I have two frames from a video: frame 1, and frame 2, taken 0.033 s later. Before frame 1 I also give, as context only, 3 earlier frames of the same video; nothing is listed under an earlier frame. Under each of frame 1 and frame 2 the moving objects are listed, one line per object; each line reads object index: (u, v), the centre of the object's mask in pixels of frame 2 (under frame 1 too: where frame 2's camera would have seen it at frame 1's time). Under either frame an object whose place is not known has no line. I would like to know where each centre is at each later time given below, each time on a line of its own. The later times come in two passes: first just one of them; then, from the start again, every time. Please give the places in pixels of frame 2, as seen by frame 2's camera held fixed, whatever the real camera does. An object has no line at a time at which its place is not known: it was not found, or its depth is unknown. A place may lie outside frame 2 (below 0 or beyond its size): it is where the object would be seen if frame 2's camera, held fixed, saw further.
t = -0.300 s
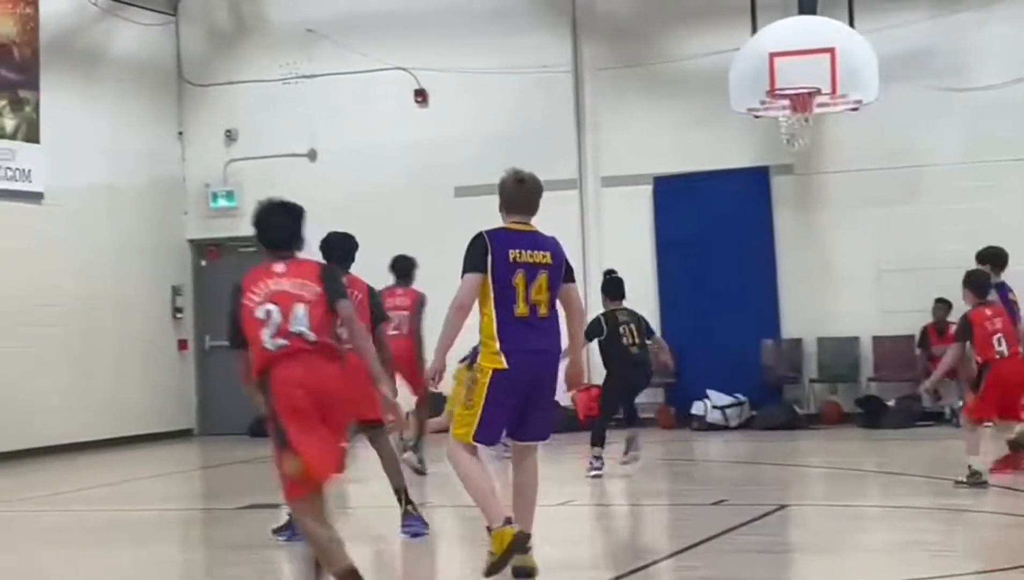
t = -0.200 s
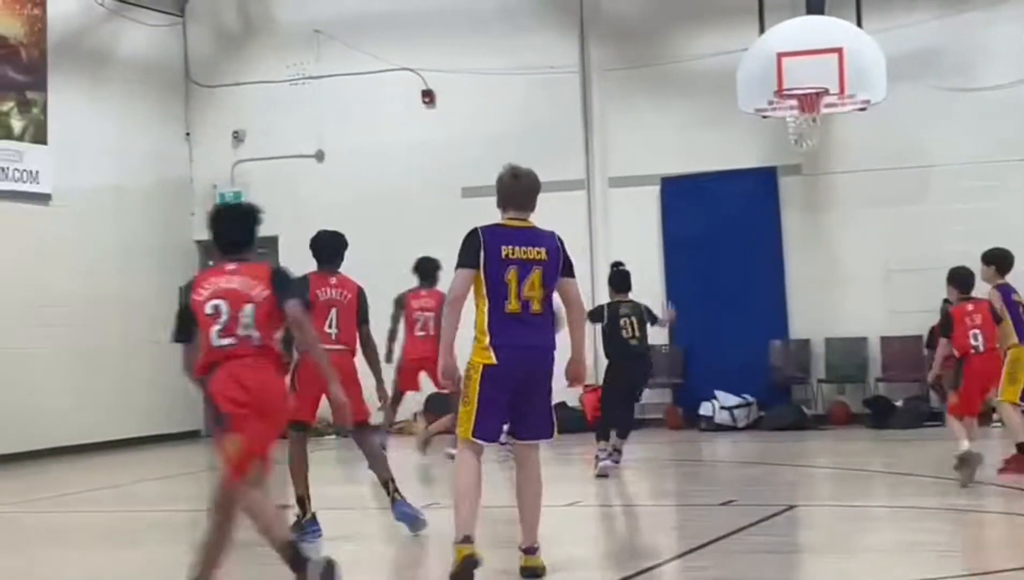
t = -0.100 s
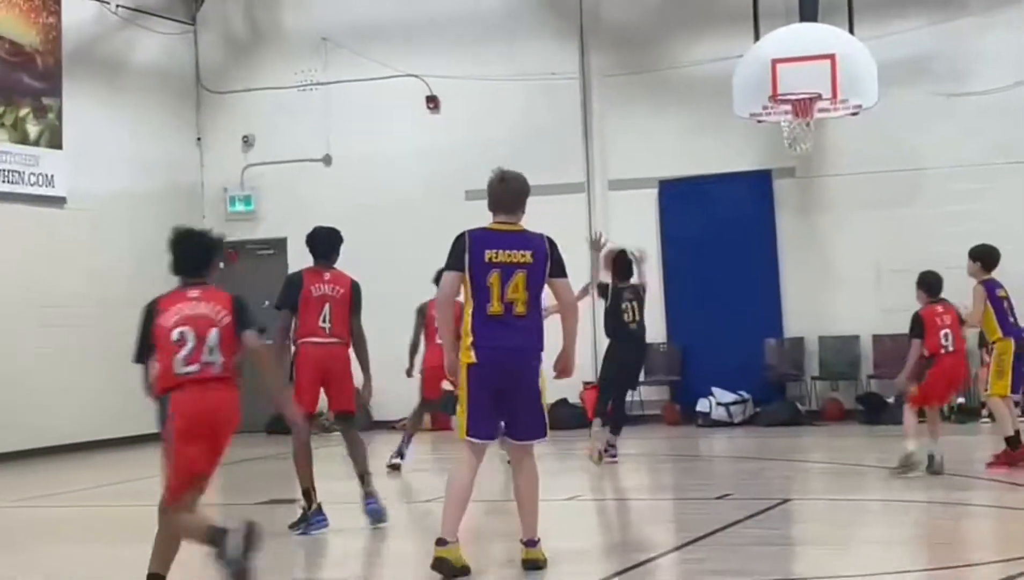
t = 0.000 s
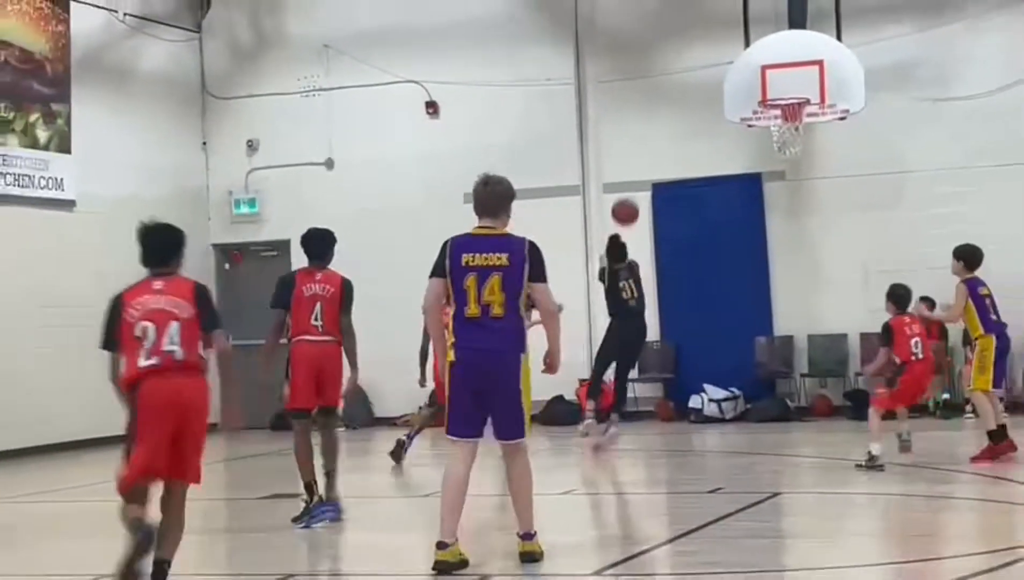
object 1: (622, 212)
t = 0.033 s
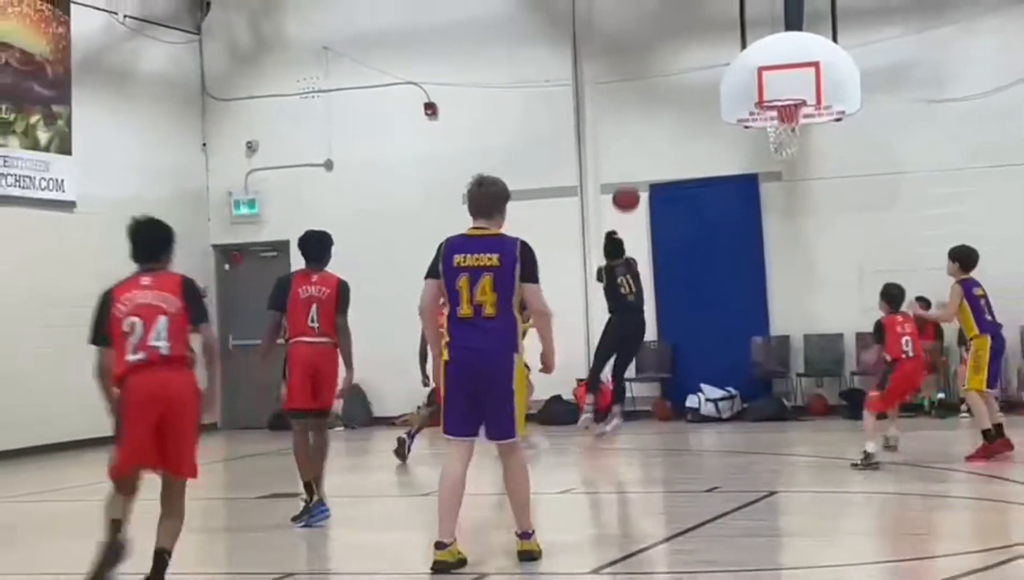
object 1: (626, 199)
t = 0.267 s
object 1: (652, 133)
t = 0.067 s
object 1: (629, 185)
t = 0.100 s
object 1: (633, 173)
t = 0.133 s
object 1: (636, 163)
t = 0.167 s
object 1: (640, 153)
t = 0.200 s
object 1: (644, 145)
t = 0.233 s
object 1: (647, 139)
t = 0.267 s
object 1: (652, 133)
